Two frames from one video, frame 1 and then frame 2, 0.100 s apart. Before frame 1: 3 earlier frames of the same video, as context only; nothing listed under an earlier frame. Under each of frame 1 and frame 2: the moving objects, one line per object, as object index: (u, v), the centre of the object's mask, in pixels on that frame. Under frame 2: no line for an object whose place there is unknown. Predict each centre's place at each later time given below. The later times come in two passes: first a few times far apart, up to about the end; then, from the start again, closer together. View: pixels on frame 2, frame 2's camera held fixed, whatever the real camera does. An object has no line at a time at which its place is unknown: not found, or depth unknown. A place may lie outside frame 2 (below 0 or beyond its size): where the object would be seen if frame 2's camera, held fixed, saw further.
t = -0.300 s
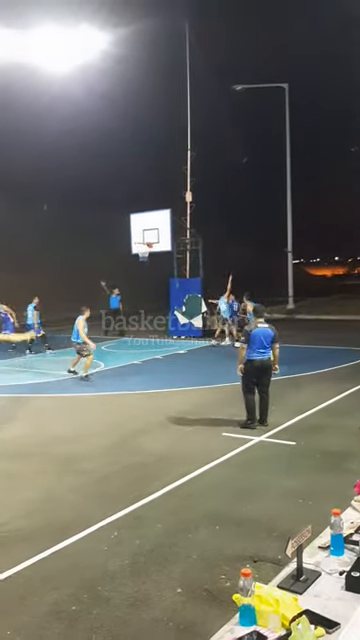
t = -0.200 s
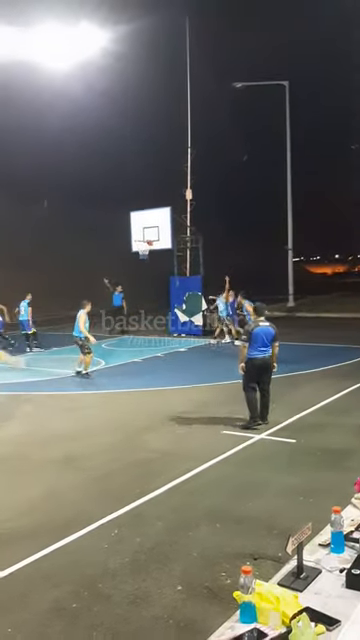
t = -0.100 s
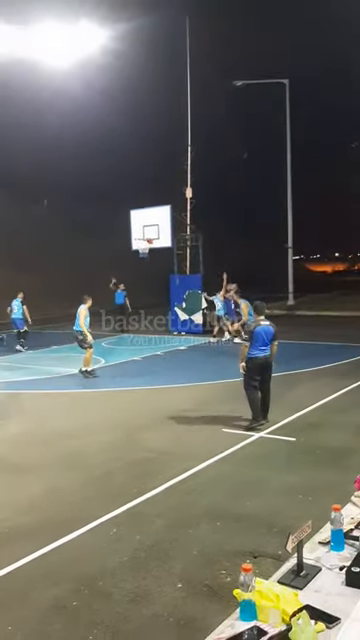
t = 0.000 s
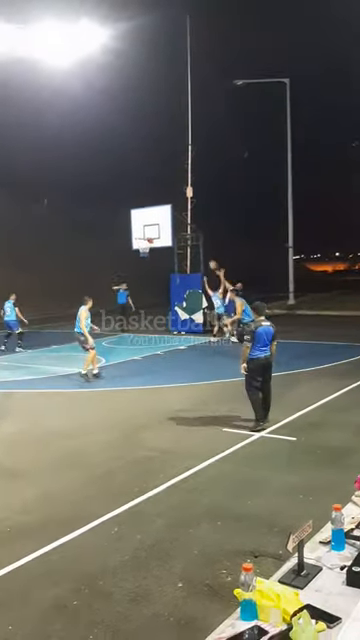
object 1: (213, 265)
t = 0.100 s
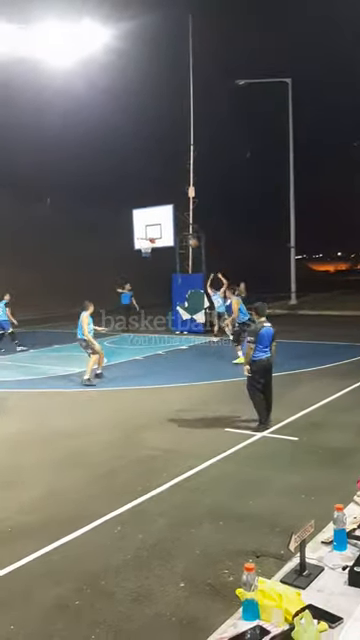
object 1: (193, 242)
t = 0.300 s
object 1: (140, 199)
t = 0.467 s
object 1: (88, 165)
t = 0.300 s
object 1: (140, 199)
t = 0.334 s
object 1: (130, 192)
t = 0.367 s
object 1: (120, 185)
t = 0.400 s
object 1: (110, 179)
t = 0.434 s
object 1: (99, 172)
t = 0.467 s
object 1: (88, 165)
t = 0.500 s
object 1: (76, 159)
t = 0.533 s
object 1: (65, 153)
